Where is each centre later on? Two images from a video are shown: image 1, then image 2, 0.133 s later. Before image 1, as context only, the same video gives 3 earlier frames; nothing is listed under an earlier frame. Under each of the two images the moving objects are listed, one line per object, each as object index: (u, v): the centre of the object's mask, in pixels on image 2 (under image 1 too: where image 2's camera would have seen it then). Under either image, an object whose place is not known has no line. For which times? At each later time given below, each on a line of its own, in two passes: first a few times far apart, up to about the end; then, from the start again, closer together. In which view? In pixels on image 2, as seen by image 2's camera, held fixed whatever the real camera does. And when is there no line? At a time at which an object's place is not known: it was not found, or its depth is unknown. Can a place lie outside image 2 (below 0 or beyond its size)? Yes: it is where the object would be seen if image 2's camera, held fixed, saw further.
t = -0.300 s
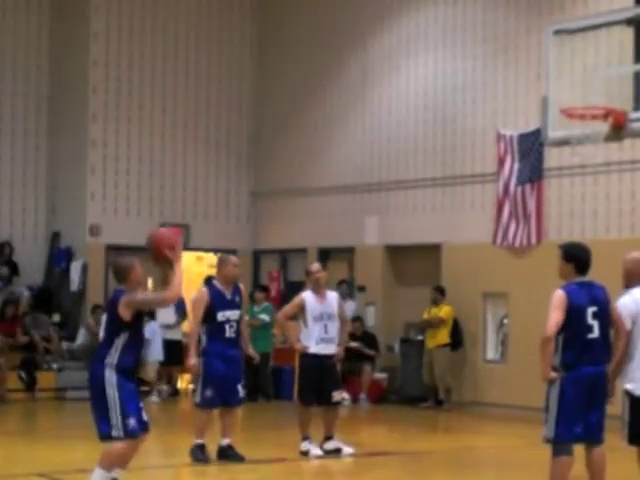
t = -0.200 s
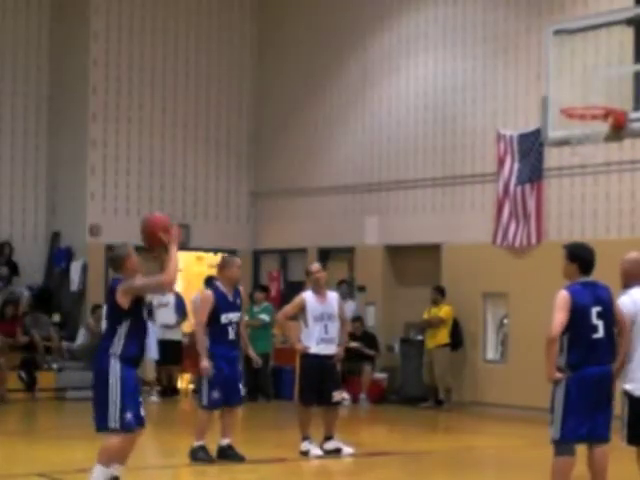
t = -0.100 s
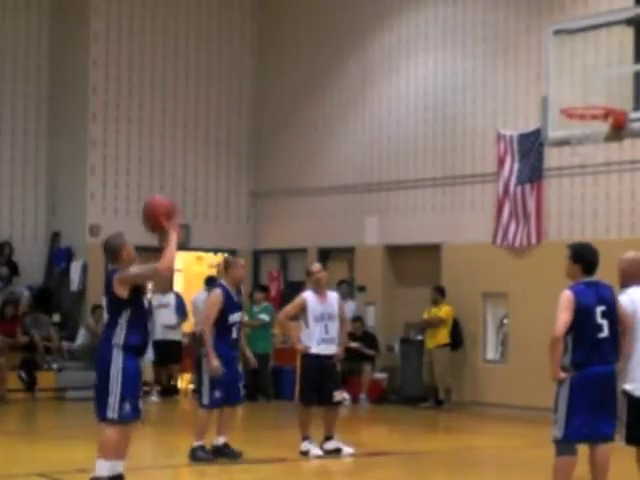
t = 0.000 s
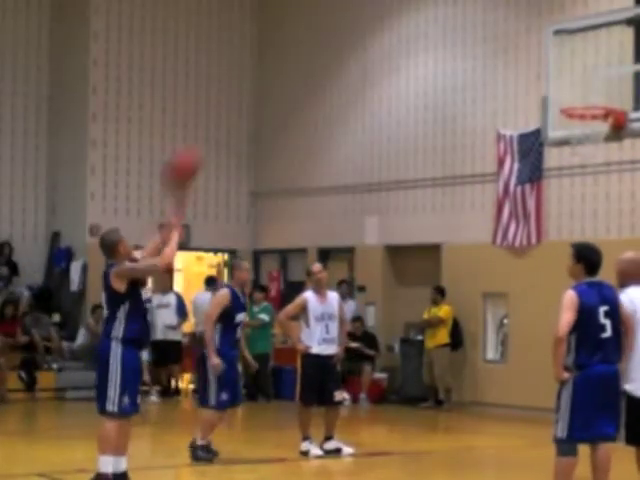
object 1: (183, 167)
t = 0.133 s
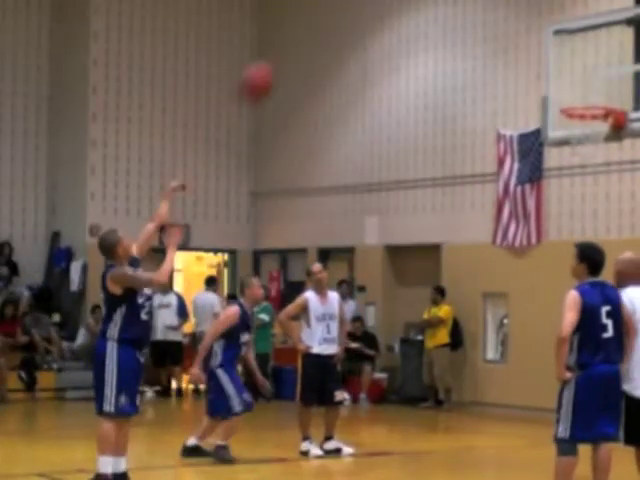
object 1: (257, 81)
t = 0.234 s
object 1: (308, 38)
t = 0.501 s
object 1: (434, 5)
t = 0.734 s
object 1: (527, 29)
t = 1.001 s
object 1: (574, 116)
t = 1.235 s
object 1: (616, 140)
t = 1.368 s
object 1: (628, 160)
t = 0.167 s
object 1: (273, 67)
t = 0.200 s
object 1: (291, 51)
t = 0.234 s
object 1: (308, 38)
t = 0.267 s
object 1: (326, 28)
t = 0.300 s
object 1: (342, 19)
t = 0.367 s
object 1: (373, 9)
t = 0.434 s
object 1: (404, 6)
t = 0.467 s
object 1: (420, 5)
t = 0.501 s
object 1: (434, 5)
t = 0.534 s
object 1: (448, 5)
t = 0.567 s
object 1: (462, 6)
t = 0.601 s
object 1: (476, 8)
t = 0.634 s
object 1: (490, 10)
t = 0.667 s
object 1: (502, 15)
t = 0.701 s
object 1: (514, 21)
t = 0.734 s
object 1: (527, 29)
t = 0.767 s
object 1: (539, 41)
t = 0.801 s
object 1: (553, 51)
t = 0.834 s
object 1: (566, 63)
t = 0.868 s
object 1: (578, 76)
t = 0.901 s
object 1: (590, 89)
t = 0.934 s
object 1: (600, 105)
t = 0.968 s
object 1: (590, 111)
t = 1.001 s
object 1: (574, 116)
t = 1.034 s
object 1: (578, 119)
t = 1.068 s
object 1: (588, 128)
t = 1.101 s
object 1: (595, 132)
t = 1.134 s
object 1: (604, 136)
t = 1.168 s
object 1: (609, 136)
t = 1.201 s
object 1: (613, 135)
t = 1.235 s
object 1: (616, 140)
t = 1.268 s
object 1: (619, 141)
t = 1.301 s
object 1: (621, 143)
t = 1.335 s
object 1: (626, 154)
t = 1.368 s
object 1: (628, 160)
